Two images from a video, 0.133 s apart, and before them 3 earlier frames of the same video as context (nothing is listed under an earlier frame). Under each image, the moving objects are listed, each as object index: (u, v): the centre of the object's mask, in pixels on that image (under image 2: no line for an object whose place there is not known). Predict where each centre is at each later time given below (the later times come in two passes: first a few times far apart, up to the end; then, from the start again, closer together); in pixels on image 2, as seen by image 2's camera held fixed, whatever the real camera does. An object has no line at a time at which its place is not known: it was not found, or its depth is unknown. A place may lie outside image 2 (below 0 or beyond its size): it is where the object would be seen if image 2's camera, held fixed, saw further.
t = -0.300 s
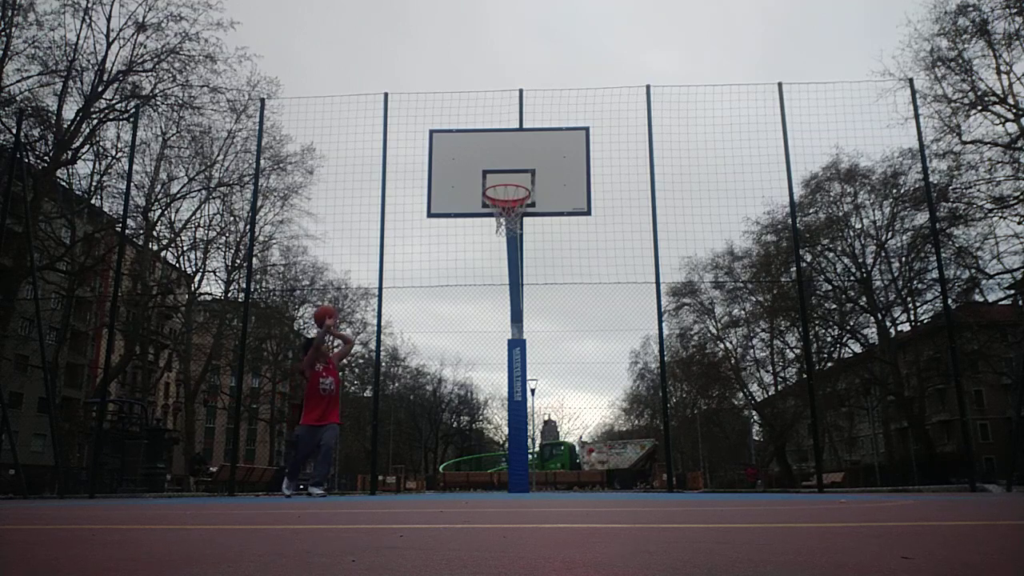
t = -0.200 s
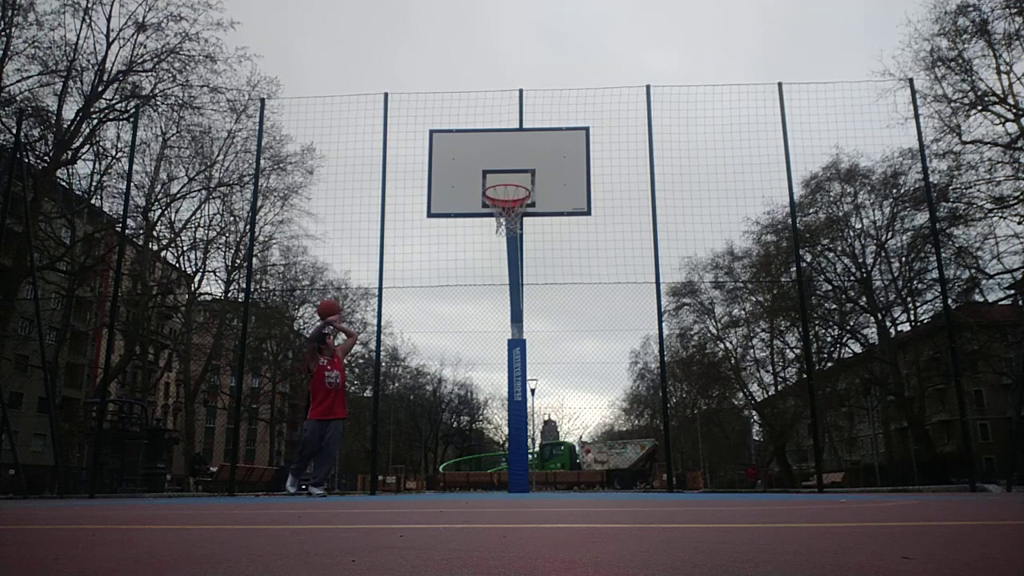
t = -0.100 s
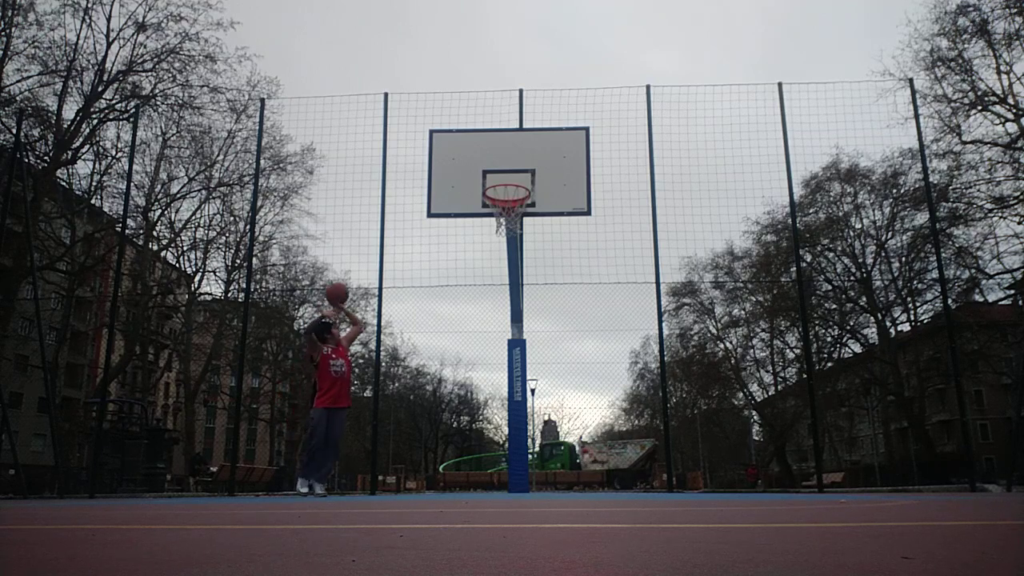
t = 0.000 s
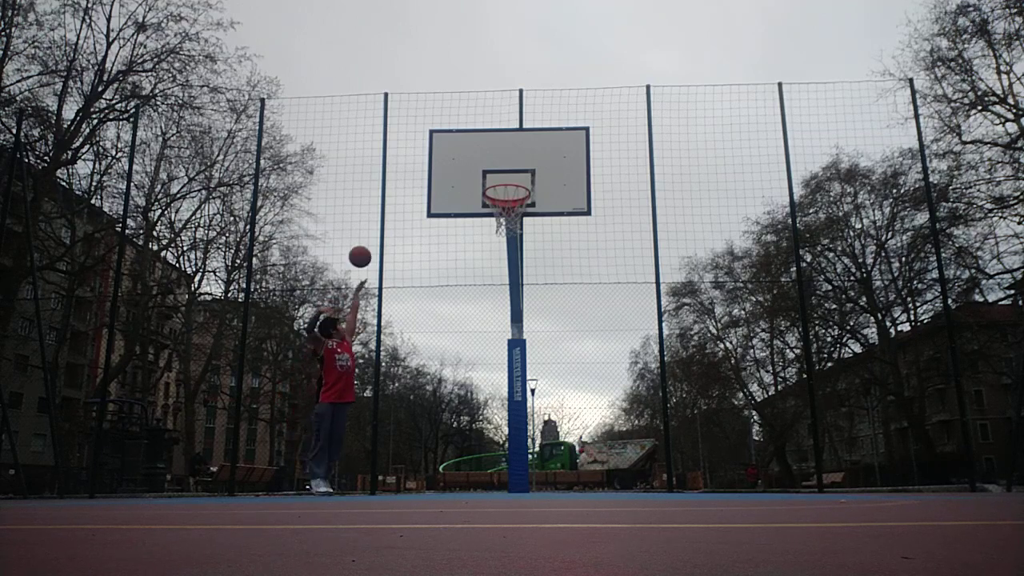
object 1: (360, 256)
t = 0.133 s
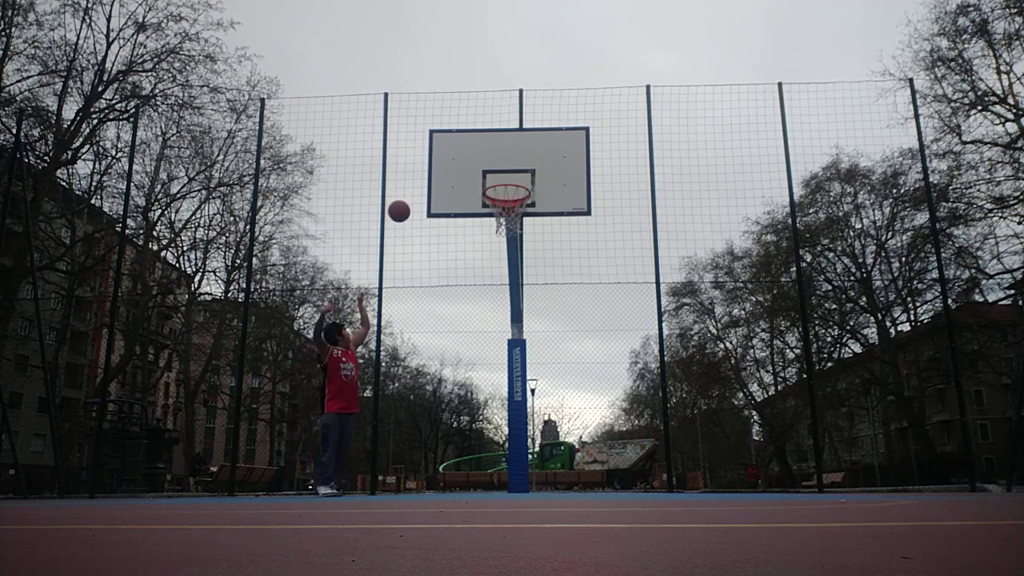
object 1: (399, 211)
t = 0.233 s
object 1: (427, 187)
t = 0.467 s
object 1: (491, 164)
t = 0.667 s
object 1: (547, 182)
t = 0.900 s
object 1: (615, 250)
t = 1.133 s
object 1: (692, 377)
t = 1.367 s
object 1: (747, 414)
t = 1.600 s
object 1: (761, 304)
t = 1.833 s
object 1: (781, 249)
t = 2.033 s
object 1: (800, 243)
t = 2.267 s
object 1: (830, 283)
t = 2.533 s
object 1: (870, 403)
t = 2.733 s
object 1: (897, 432)
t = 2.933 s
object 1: (912, 350)
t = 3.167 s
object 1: (934, 306)
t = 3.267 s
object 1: (946, 304)
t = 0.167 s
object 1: (408, 202)
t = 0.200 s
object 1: (418, 194)
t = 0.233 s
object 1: (427, 187)
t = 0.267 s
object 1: (436, 181)
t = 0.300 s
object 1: (445, 176)
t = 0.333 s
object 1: (455, 172)
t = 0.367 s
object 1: (464, 169)
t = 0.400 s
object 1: (473, 166)
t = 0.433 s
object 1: (482, 165)
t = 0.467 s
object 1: (491, 164)
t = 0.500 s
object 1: (500, 165)
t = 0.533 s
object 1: (509, 167)
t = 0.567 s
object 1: (519, 169)
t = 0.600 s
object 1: (528, 173)
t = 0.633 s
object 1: (537, 177)
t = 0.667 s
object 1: (547, 182)
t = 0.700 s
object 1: (556, 189)
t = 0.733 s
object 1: (566, 196)
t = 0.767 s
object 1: (576, 205)
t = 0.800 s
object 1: (585, 215)
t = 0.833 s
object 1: (595, 225)
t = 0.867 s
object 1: (605, 237)
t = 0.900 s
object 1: (615, 250)
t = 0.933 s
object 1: (625, 264)
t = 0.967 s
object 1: (636, 280)
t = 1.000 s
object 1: (646, 296)
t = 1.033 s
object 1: (657, 314)
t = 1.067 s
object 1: (668, 334)
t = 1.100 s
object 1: (680, 354)
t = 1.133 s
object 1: (692, 377)
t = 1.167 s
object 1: (703, 400)
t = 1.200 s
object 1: (716, 426)
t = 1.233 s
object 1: (729, 454)
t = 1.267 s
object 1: (741, 481)
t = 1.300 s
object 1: (743, 458)
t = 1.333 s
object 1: (745, 436)
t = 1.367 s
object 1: (747, 414)
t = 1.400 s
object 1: (749, 396)
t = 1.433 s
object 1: (750, 377)
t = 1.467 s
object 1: (753, 360)
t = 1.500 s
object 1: (755, 344)
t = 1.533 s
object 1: (757, 329)
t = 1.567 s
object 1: (760, 315)
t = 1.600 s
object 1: (761, 304)
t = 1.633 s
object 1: (764, 293)
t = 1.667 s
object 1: (767, 282)
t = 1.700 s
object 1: (769, 274)
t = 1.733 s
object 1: (772, 266)
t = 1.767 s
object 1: (775, 259)
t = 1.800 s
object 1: (777, 254)
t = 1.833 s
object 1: (781, 249)
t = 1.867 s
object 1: (783, 245)
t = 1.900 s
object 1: (786, 242)
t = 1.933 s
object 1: (789, 241)
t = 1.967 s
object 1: (793, 241)
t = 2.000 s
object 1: (796, 241)
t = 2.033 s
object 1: (800, 243)
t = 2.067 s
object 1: (805, 245)
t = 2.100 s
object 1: (808, 249)
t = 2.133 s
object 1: (813, 254)
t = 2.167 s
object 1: (817, 259)
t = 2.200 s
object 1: (821, 267)
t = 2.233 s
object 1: (826, 275)
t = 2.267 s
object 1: (830, 283)
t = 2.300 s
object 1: (834, 295)
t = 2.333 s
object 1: (840, 306)
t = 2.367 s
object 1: (845, 319)
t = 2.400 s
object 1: (849, 333)
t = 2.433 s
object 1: (855, 348)
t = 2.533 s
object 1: (870, 403)
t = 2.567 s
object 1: (877, 424)
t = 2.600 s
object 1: (883, 447)
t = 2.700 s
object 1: (895, 450)
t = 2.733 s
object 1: (897, 432)
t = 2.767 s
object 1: (900, 415)
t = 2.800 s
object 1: (902, 400)
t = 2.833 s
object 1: (905, 386)
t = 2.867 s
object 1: (906, 372)
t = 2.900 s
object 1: (909, 361)
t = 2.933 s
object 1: (912, 350)
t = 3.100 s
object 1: (927, 313)
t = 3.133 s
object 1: (930, 309)
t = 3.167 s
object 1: (934, 306)
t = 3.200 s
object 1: (938, 305)
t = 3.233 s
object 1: (942, 304)
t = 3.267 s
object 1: (946, 304)
